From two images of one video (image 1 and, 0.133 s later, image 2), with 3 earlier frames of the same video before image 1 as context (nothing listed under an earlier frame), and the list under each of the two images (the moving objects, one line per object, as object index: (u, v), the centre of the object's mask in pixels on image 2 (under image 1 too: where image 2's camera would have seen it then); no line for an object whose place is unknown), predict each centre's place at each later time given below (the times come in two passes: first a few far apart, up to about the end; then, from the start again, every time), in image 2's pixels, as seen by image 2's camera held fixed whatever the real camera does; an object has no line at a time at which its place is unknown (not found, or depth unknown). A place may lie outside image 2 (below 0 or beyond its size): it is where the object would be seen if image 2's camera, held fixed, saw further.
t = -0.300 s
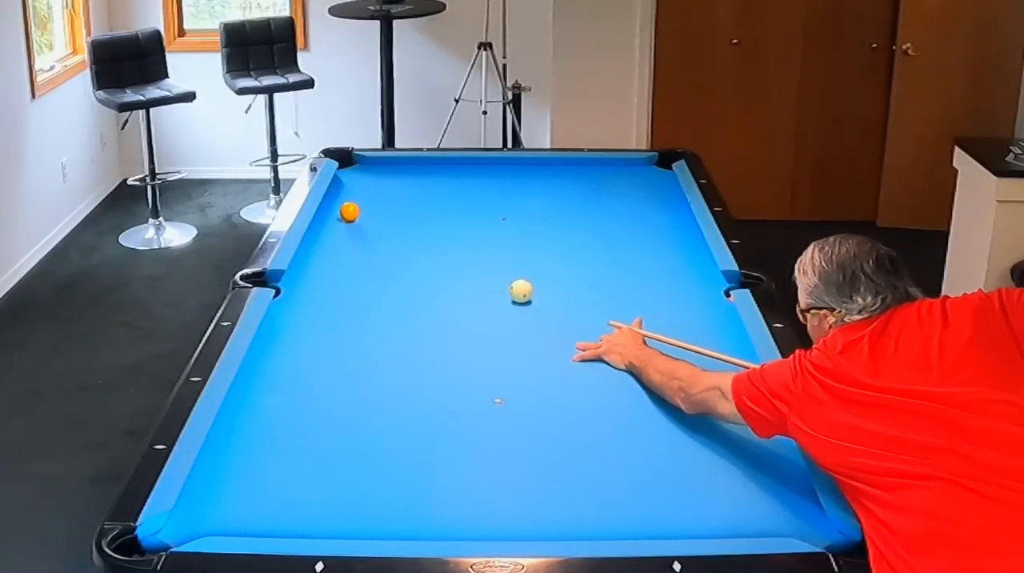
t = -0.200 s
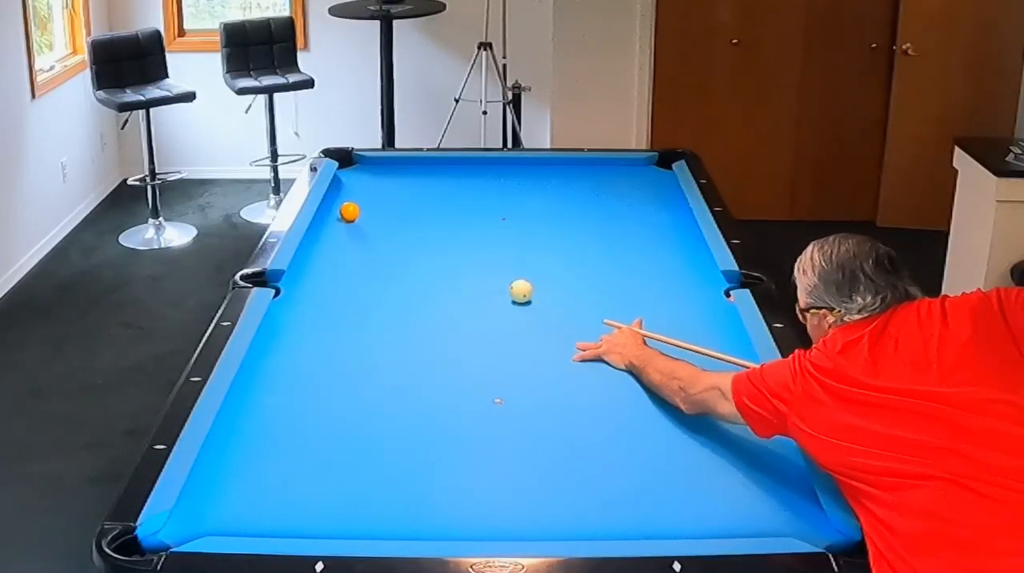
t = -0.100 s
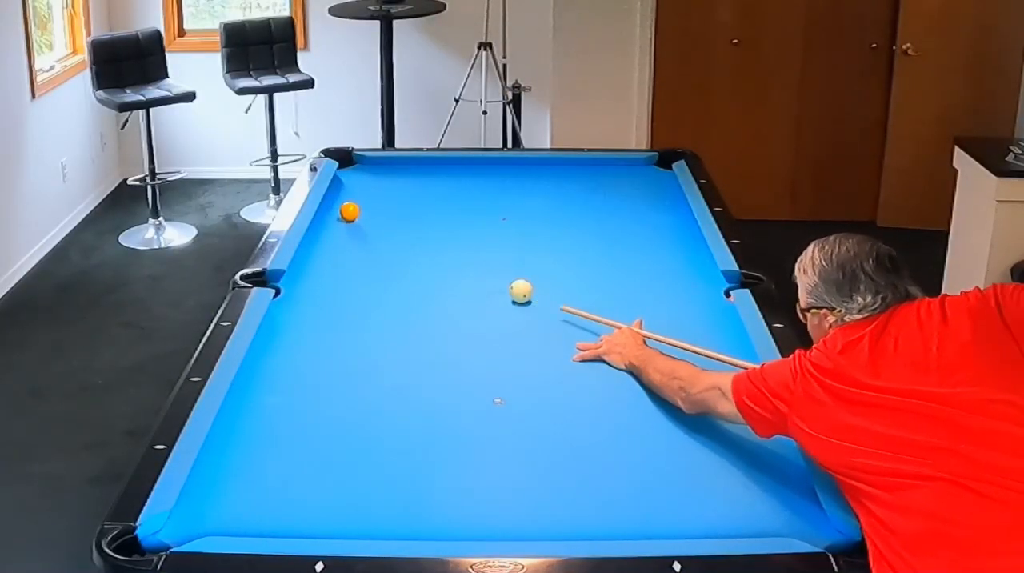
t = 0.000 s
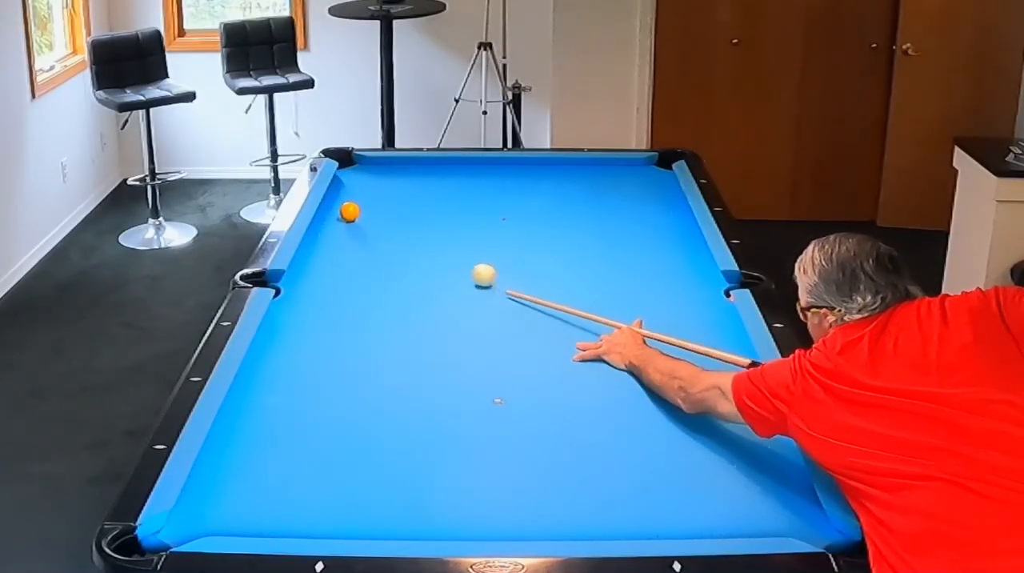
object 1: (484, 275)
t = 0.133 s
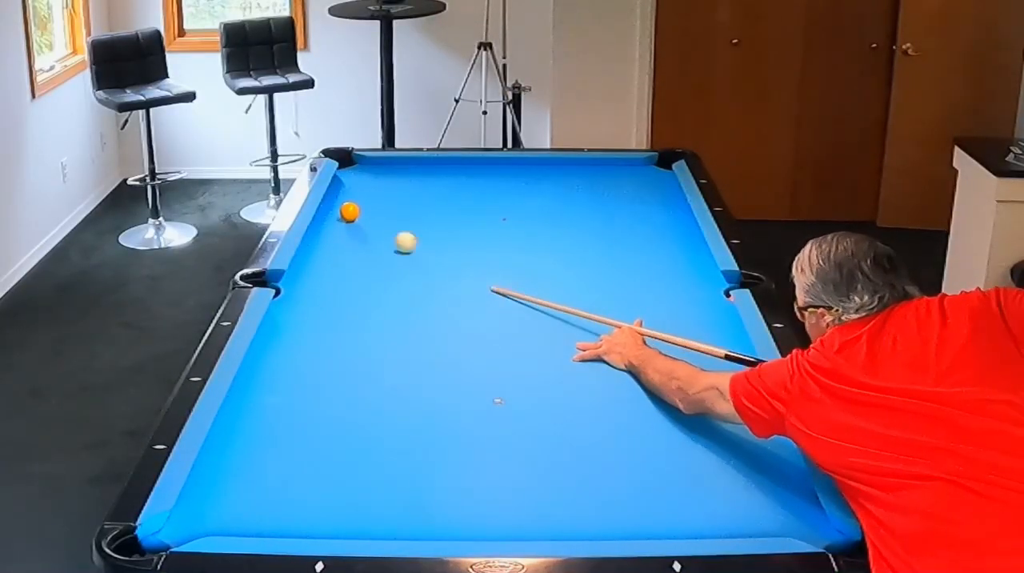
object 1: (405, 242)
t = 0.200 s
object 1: (374, 229)
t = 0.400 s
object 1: (332, 219)
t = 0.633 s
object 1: (372, 223)
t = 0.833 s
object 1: (405, 228)
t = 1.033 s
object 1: (438, 232)
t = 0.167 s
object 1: (390, 235)
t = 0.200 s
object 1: (374, 229)
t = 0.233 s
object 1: (361, 224)
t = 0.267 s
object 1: (349, 218)
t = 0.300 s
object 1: (336, 218)
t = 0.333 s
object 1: (324, 217)
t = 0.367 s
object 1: (325, 218)
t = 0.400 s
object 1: (332, 219)
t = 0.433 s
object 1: (337, 220)
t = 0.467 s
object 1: (343, 220)
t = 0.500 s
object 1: (349, 221)
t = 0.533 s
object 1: (355, 222)
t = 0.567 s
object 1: (360, 222)
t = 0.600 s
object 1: (366, 223)
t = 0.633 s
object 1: (372, 223)
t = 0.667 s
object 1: (377, 224)
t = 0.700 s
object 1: (383, 225)
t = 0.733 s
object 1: (388, 226)
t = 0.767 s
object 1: (394, 226)
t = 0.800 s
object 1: (400, 227)
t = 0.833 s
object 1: (405, 228)
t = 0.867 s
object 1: (411, 228)
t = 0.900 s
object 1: (416, 229)
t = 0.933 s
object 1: (422, 230)
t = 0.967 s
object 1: (427, 230)
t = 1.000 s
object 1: (433, 231)
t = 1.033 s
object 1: (438, 232)
